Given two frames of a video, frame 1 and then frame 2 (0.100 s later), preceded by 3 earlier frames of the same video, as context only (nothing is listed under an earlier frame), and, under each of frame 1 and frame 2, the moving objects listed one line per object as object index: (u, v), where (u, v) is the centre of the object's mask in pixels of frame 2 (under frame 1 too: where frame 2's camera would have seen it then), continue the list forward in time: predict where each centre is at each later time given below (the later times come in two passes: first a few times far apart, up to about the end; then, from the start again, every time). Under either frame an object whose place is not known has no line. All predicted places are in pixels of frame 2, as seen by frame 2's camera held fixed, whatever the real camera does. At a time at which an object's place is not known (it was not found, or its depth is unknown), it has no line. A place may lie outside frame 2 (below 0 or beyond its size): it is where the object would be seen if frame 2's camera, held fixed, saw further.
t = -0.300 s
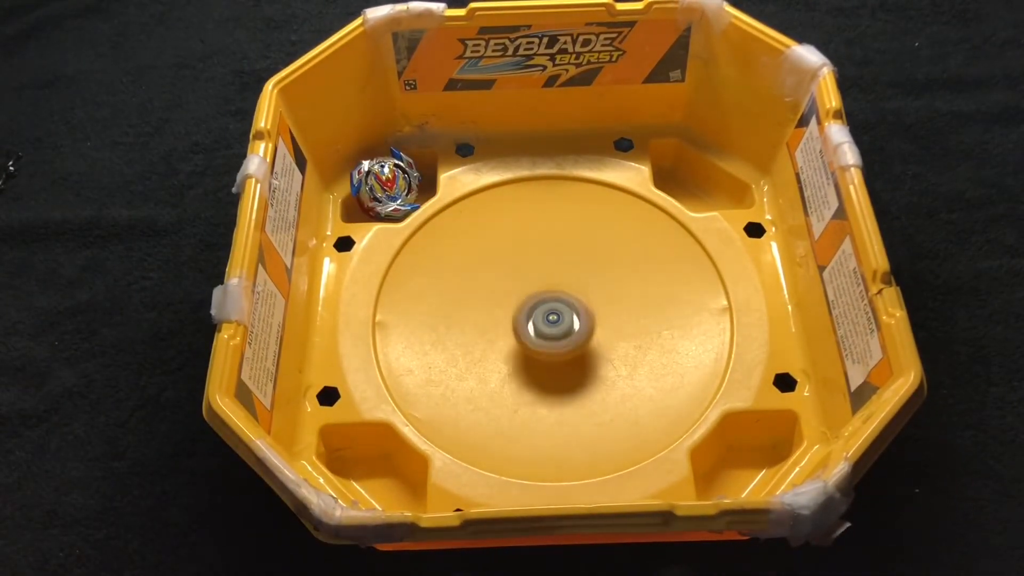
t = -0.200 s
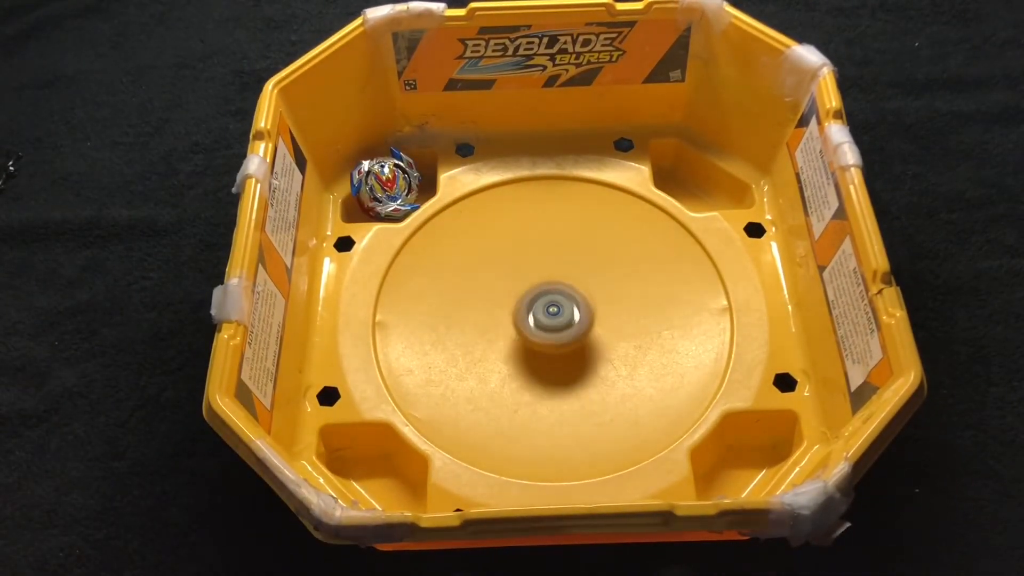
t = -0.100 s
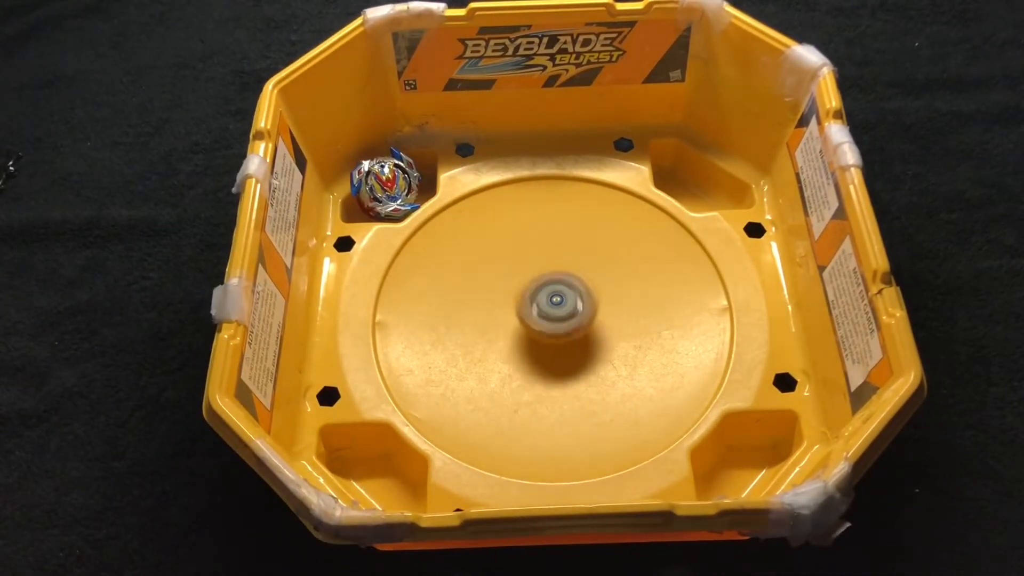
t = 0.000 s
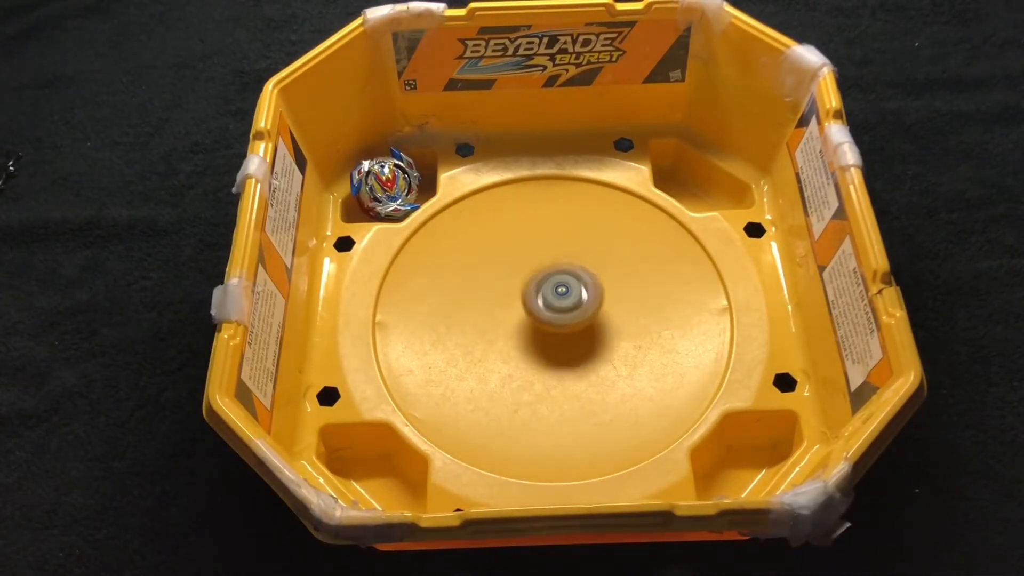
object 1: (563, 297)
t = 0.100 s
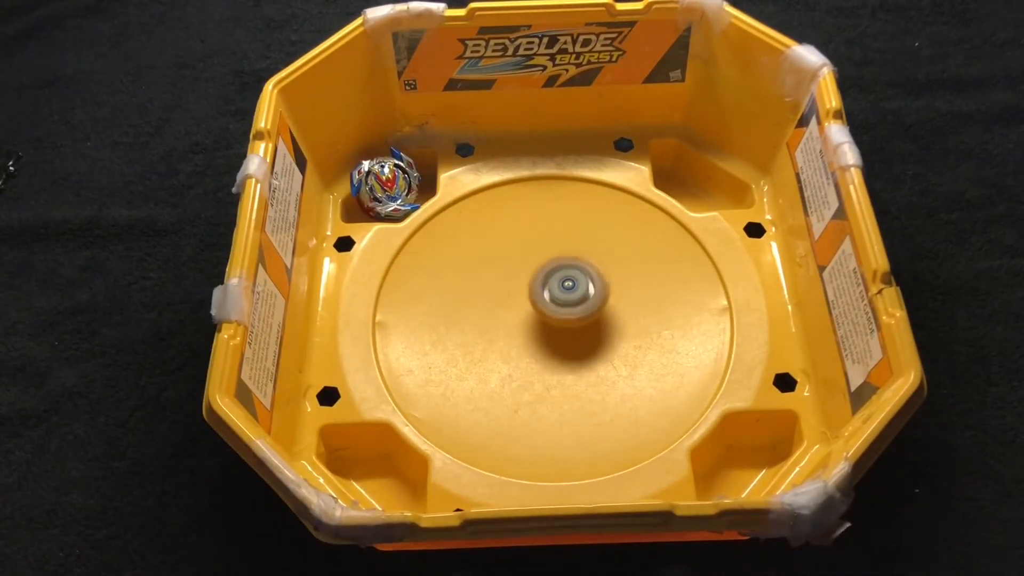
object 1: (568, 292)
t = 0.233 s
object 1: (574, 291)
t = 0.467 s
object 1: (566, 303)
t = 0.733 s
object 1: (539, 304)
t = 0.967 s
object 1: (523, 296)
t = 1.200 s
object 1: (531, 295)
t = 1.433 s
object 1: (541, 305)
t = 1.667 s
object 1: (545, 321)
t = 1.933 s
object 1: (544, 325)
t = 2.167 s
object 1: (548, 319)
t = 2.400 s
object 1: (553, 316)
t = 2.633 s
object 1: (560, 307)
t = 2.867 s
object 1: (564, 303)
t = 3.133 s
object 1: (561, 304)
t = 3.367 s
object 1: (550, 304)
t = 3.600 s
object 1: (538, 304)
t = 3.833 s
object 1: (533, 305)
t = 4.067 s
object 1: (536, 308)
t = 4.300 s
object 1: (540, 312)
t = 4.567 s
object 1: (547, 315)
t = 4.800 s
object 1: (553, 314)
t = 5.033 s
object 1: (555, 313)
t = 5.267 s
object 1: (557, 307)
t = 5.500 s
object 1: (555, 302)
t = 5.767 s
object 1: (551, 300)
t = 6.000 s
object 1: (548, 301)
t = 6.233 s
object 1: (543, 307)
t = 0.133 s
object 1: (570, 291)
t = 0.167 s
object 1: (573, 291)
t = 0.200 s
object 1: (574, 290)
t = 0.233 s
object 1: (574, 291)
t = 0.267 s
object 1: (573, 292)
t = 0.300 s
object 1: (573, 294)
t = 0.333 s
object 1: (572, 296)
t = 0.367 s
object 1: (572, 299)
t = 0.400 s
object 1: (570, 300)
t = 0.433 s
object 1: (569, 302)
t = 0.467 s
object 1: (566, 303)
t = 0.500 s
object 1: (564, 304)
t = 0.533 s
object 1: (561, 305)
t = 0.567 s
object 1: (558, 305)
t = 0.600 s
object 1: (554, 305)
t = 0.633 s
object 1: (551, 305)
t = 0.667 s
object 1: (547, 305)
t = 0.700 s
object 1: (543, 304)
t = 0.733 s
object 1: (539, 304)
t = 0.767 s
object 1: (536, 303)
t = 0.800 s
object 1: (532, 302)
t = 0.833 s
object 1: (529, 301)
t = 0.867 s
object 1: (527, 300)
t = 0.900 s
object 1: (525, 299)
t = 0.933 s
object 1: (523, 298)
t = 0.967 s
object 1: (523, 296)
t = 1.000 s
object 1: (522, 295)
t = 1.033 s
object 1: (523, 294)
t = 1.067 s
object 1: (523, 294)
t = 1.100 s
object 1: (525, 294)
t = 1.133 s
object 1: (527, 294)
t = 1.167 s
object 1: (529, 294)
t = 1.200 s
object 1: (531, 295)
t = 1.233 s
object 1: (533, 296)
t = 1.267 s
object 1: (535, 297)
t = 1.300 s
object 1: (536, 298)
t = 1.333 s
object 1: (538, 299)
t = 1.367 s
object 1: (539, 301)
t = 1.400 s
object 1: (540, 303)
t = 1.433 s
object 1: (541, 305)
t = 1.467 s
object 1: (542, 307)
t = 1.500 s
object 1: (543, 309)
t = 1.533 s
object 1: (544, 312)
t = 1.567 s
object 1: (544, 314)
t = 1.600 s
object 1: (545, 317)
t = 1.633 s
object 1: (545, 319)
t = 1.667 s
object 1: (545, 321)
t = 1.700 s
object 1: (545, 322)
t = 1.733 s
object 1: (544, 324)
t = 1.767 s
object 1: (545, 325)
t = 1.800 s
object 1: (545, 325)
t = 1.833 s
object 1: (545, 326)
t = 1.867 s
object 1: (545, 326)
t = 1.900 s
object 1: (545, 325)
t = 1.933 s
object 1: (544, 325)
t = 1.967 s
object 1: (545, 324)
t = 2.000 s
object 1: (545, 323)
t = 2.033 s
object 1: (545, 323)
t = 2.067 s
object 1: (546, 322)
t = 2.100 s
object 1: (546, 322)
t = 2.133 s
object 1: (547, 321)
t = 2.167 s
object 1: (548, 319)
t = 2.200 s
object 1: (549, 318)
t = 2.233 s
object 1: (550, 319)
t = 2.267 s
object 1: (550, 318)
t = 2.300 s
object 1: (552, 317)
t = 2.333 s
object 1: (552, 317)
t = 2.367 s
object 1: (553, 316)
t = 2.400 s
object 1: (553, 316)
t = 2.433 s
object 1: (555, 314)
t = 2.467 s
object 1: (555, 313)
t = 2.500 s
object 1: (556, 313)
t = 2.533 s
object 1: (558, 311)
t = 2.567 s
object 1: (558, 310)
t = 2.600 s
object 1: (559, 309)
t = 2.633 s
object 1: (560, 307)
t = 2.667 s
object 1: (561, 306)
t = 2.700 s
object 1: (562, 305)
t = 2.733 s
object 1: (563, 304)
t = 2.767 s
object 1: (564, 303)
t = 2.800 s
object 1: (564, 303)
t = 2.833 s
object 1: (564, 302)
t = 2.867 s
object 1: (564, 303)
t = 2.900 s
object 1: (564, 302)
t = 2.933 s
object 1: (564, 303)
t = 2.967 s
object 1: (564, 303)
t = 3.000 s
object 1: (563, 303)
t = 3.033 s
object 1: (563, 304)
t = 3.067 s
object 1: (562, 304)
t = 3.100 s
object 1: (561, 304)
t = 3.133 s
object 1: (561, 304)
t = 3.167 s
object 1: (560, 304)
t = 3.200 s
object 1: (559, 304)
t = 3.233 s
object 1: (557, 304)
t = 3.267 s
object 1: (556, 304)
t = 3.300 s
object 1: (554, 304)
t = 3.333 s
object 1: (552, 304)
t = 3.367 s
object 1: (550, 304)
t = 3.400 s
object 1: (548, 303)
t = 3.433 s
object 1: (547, 303)
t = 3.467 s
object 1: (545, 303)
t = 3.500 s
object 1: (543, 303)
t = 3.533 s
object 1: (541, 303)
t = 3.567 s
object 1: (540, 303)
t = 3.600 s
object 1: (538, 304)
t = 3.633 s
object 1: (536, 303)
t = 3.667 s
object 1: (535, 304)
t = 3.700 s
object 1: (534, 304)
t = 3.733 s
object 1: (534, 305)
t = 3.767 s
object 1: (533, 305)
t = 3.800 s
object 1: (533, 305)
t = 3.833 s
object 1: (533, 305)
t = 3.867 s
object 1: (533, 305)
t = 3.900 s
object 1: (534, 306)
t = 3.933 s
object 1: (534, 306)
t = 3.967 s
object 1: (534, 306)
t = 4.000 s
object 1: (535, 307)
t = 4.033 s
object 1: (536, 307)
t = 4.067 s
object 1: (536, 308)
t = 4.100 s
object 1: (537, 308)
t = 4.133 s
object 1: (537, 309)
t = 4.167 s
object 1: (538, 310)
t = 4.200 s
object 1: (538, 310)
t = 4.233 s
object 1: (539, 311)
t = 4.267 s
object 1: (540, 312)
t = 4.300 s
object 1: (540, 312)
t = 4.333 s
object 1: (542, 313)
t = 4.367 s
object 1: (542, 314)
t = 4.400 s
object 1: (543, 315)
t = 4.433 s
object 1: (544, 315)
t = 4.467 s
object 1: (545, 316)
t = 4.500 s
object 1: (546, 316)
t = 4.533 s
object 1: (547, 316)
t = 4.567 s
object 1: (547, 315)
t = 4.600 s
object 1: (549, 315)
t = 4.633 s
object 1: (550, 315)
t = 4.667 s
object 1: (551, 315)
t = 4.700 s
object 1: (551, 315)
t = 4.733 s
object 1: (552, 316)
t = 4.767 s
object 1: (552, 316)
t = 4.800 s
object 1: (553, 314)
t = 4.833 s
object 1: (553, 314)
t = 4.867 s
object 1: (554, 315)
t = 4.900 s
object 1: (554, 315)
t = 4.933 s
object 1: (554, 314)
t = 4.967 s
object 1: (555, 314)
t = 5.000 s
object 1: (555, 314)
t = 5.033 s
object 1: (555, 313)
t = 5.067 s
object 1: (556, 313)
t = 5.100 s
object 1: (556, 312)
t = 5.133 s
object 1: (556, 311)
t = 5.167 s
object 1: (556, 310)
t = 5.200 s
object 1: (557, 309)
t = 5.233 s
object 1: (557, 309)
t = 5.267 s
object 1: (557, 307)
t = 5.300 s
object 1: (557, 307)
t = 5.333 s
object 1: (557, 306)
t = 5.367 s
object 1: (557, 305)
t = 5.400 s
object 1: (557, 304)
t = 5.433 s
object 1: (556, 303)
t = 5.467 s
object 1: (556, 303)
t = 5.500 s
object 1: (555, 302)
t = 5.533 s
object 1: (555, 302)
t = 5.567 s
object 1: (554, 301)
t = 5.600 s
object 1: (554, 301)
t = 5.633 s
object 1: (553, 300)
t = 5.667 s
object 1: (552, 300)
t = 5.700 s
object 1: (552, 300)
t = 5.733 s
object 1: (552, 300)
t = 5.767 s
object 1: (551, 300)
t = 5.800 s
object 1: (551, 300)
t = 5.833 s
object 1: (551, 300)
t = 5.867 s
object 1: (550, 300)
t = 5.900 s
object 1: (550, 300)
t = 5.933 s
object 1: (549, 301)
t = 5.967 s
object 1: (549, 301)
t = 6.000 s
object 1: (548, 301)
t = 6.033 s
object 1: (547, 302)
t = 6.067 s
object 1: (547, 303)
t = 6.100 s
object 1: (546, 303)
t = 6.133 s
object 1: (545, 304)
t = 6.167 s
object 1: (544, 305)
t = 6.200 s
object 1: (544, 306)
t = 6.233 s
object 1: (543, 307)
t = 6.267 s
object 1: (542, 307)
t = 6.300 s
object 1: (542, 308)
